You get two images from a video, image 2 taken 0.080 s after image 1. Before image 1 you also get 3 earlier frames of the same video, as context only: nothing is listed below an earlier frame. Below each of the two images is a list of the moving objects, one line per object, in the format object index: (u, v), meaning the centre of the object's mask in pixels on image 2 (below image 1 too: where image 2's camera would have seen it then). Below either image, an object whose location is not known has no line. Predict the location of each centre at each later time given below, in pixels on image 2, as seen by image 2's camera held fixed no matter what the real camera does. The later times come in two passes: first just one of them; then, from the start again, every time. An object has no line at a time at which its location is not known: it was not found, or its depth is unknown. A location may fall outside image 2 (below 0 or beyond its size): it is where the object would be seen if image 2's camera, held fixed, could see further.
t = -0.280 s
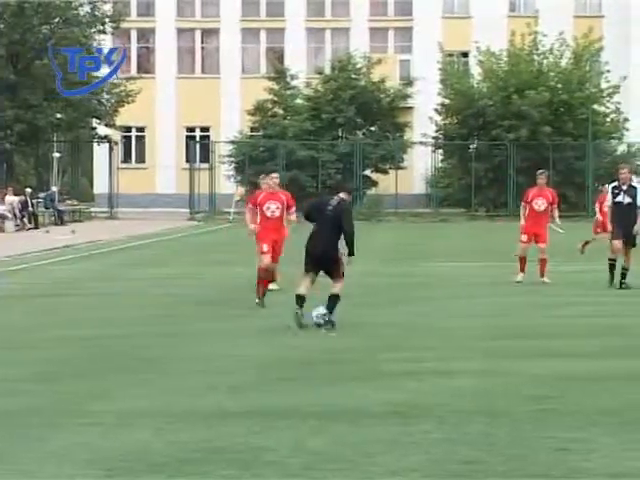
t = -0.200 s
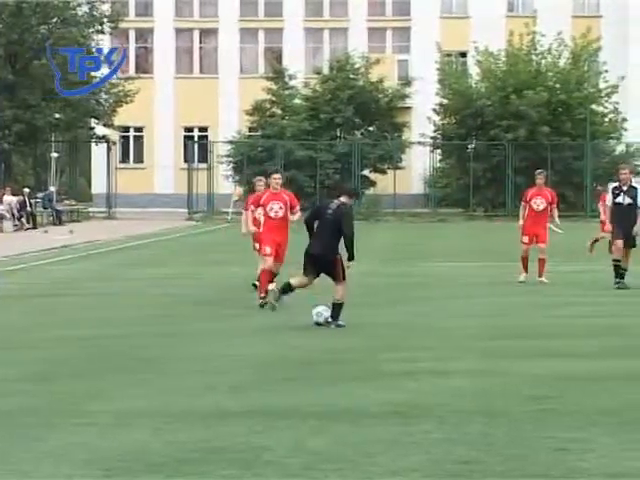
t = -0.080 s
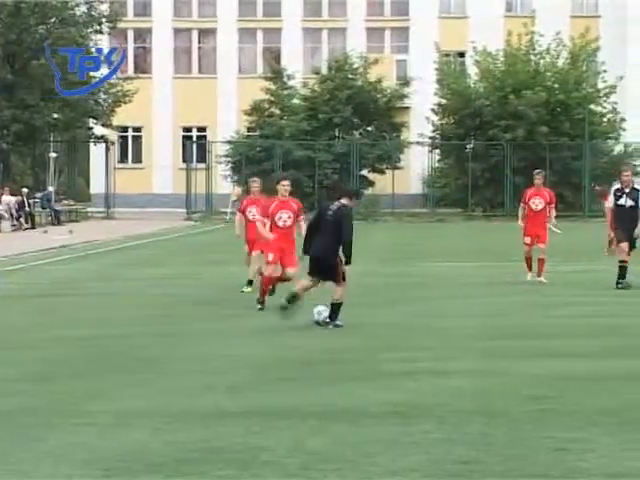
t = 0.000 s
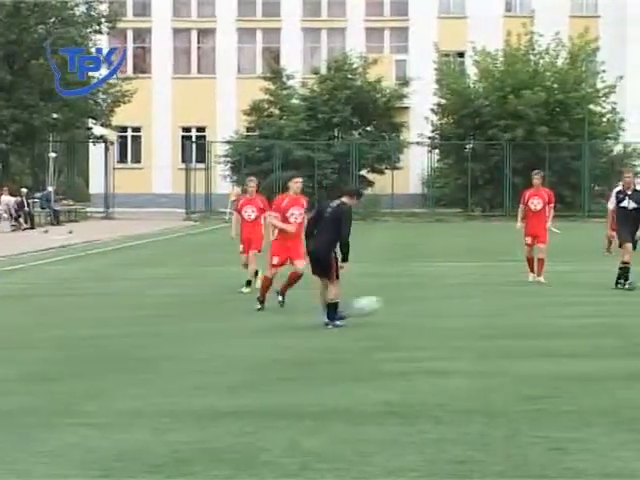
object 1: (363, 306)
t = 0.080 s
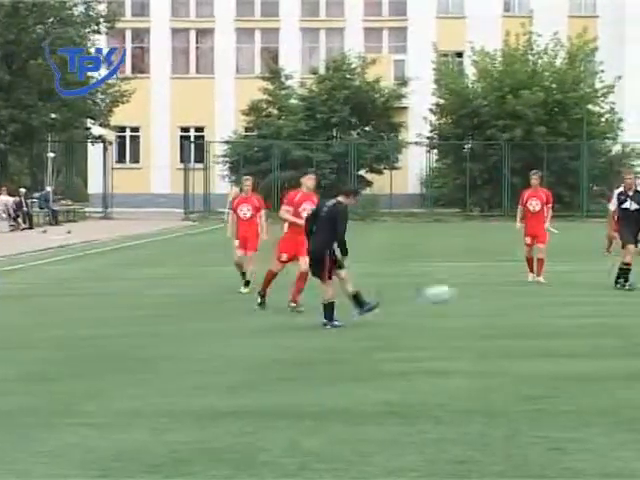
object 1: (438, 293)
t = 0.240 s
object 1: (589, 286)
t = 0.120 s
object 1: (476, 288)
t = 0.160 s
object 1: (515, 286)
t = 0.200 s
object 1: (552, 284)
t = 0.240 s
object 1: (589, 286)
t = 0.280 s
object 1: (625, 288)
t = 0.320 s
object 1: (663, 291)
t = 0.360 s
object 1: (702, 295)
